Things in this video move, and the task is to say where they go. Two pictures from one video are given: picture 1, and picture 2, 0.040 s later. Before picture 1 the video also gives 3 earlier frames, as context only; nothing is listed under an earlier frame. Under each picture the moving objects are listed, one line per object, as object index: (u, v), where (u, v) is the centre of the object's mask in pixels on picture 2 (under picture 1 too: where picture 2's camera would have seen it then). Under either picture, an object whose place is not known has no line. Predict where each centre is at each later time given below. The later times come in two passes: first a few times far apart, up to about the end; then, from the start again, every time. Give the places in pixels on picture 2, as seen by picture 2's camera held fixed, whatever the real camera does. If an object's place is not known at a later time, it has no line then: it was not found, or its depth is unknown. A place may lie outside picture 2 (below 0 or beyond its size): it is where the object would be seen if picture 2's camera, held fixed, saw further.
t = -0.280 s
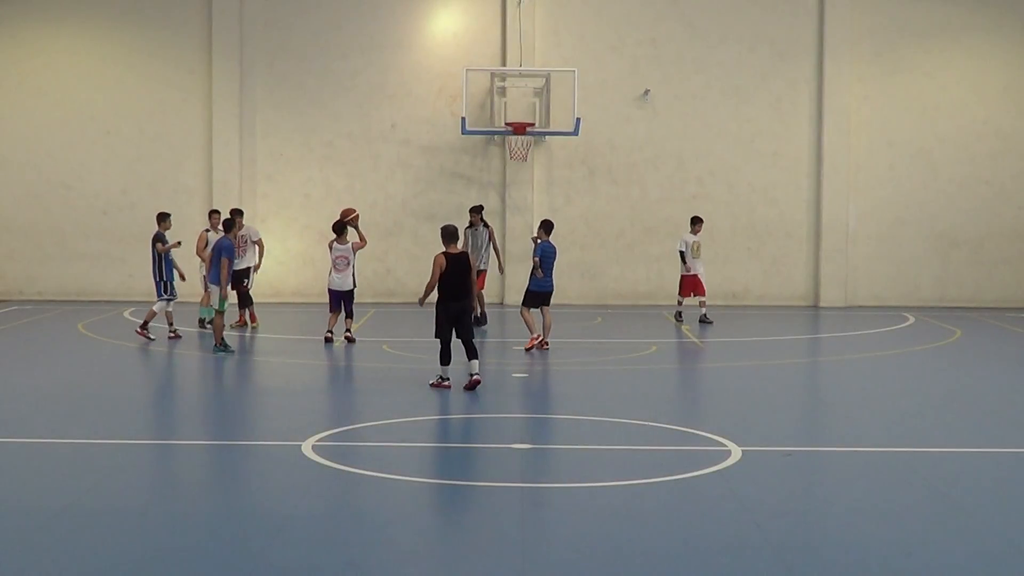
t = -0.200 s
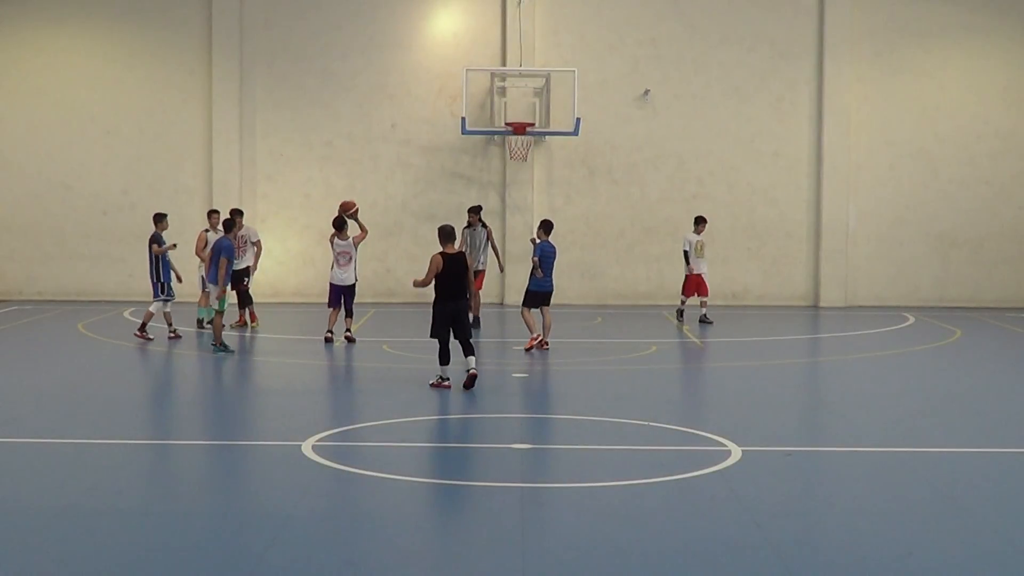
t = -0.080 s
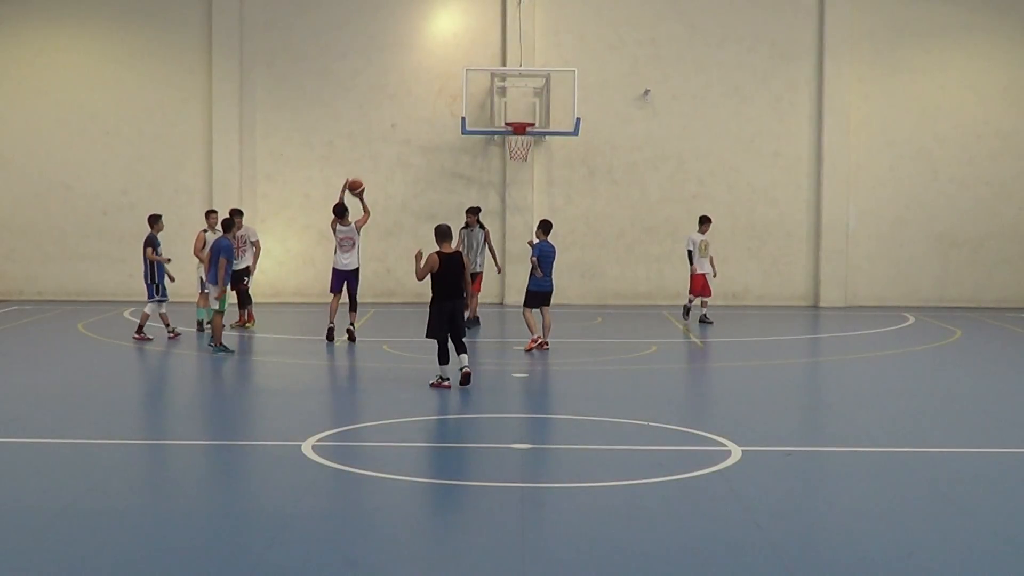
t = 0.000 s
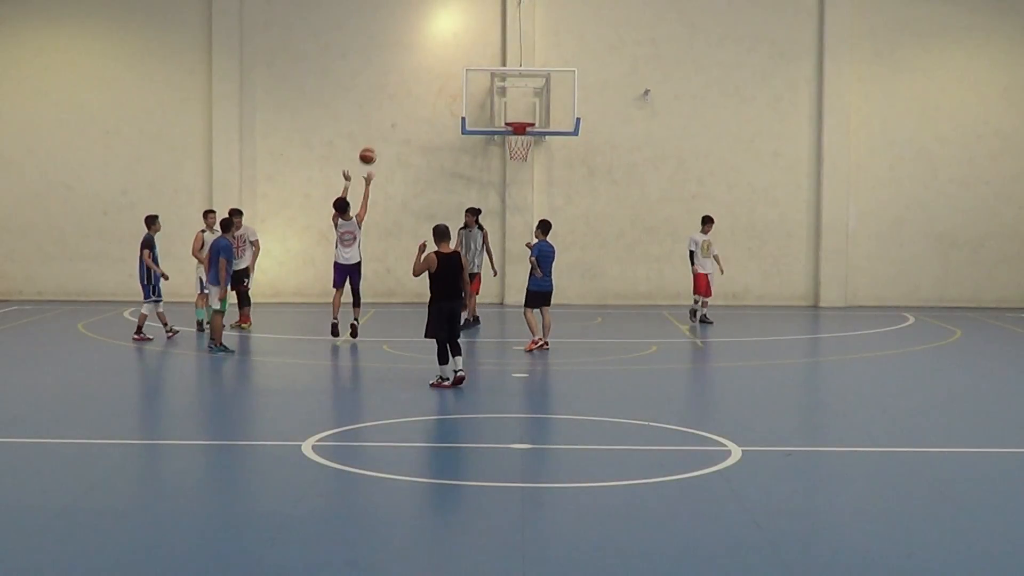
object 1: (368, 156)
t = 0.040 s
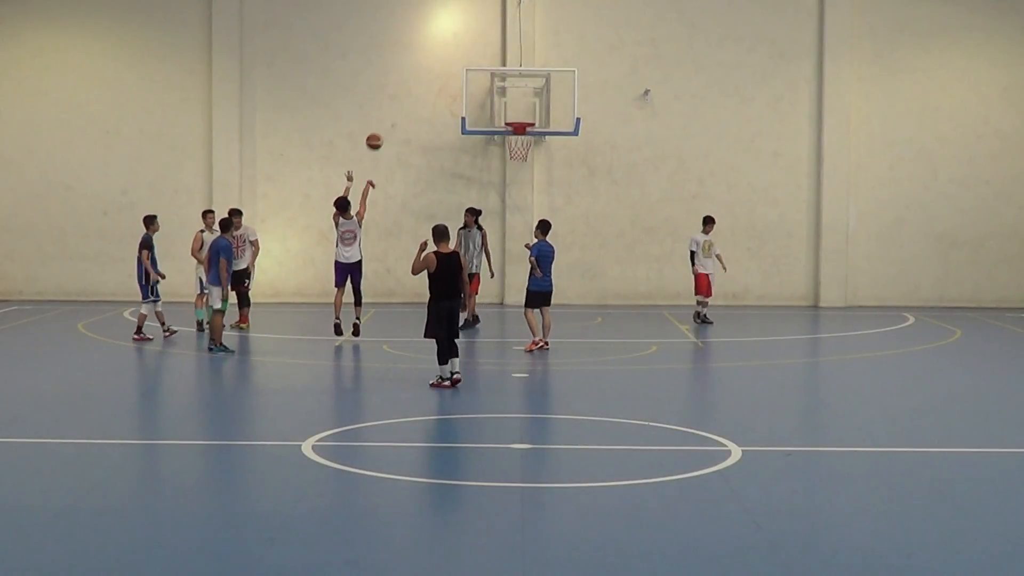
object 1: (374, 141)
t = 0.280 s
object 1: (413, 79)
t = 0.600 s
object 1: (460, 60)
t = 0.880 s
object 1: (497, 97)
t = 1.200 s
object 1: (542, 106)
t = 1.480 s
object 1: (570, 108)
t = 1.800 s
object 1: (598, 168)
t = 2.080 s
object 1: (622, 273)
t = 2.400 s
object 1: (657, 236)
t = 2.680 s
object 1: (690, 186)
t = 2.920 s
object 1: (717, 181)
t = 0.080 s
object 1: (381, 127)
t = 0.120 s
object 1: (387, 115)
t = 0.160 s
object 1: (394, 105)
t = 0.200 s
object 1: (400, 95)
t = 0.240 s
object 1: (407, 86)
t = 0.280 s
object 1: (413, 79)
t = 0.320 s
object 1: (419, 73)
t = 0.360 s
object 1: (425, 68)
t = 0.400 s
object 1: (431, 64)
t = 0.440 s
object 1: (437, 61)
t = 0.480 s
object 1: (443, 59)
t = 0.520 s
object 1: (449, 58)
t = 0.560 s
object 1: (455, 59)
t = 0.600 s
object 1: (460, 60)
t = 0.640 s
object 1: (466, 63)
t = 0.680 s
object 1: (472, 66)
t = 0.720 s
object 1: (477, 70)
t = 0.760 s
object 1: (482, 75)
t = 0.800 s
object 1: (487, 82)
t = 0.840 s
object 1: (493, 89)
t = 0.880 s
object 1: (497, 97)
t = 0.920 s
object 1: (503, 107)
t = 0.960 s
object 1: (508, 117)
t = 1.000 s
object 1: (514, 115)
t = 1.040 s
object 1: (522, 116)
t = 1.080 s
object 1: (528, 116)
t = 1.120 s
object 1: (533, 111)
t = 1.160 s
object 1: (538, 108)
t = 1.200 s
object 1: (542, 106)
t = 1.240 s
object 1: (547, 104)
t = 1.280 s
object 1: (551, 102)
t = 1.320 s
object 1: (555, 102)
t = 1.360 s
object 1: (559, 101)
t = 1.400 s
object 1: (563, 102)
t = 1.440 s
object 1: (566, 104)
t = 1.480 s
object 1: (570, 108)
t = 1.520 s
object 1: (573, 112)
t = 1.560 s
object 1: (577, 117)
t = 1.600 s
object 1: (581, 123)
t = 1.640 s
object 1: (585, 130)
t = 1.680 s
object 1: (588, 138)
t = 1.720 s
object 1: (592, 147)
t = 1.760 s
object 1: (595, 157)
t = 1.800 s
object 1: (598, 168)
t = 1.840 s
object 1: (602, 180)
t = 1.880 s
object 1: (606, 193)
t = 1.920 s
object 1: (609, 207)
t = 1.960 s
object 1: (612, 222)
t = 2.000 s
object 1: (616, 238)
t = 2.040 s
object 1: (619, 255)
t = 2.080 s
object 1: (622, 273)
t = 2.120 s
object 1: (625, 292)
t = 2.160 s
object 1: (629, 311)
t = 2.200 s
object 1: (633, 301)
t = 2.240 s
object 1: (638, 287)
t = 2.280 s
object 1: (643, 273)
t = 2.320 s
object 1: (648, 260)
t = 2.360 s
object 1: (652, 247)
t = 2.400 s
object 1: (657, 236)
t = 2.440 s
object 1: (662, 226)
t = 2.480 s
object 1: (667, 217)
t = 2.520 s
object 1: (671, 209)
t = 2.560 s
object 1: (676, 202)
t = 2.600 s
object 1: (681, 195)
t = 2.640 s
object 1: (685, 190)
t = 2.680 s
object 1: (690, 186)
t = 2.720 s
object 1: (695, 183)
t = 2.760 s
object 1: (699, 180)
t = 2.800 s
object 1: (704, 179)
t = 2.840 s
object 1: (708, 179)
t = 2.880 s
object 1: (713, 180)
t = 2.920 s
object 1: (717, 181)
